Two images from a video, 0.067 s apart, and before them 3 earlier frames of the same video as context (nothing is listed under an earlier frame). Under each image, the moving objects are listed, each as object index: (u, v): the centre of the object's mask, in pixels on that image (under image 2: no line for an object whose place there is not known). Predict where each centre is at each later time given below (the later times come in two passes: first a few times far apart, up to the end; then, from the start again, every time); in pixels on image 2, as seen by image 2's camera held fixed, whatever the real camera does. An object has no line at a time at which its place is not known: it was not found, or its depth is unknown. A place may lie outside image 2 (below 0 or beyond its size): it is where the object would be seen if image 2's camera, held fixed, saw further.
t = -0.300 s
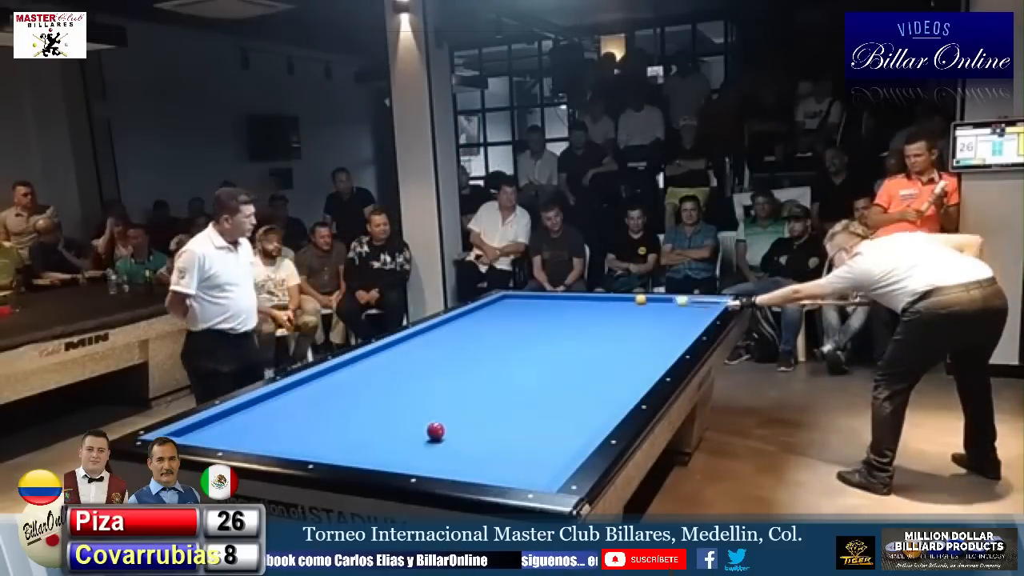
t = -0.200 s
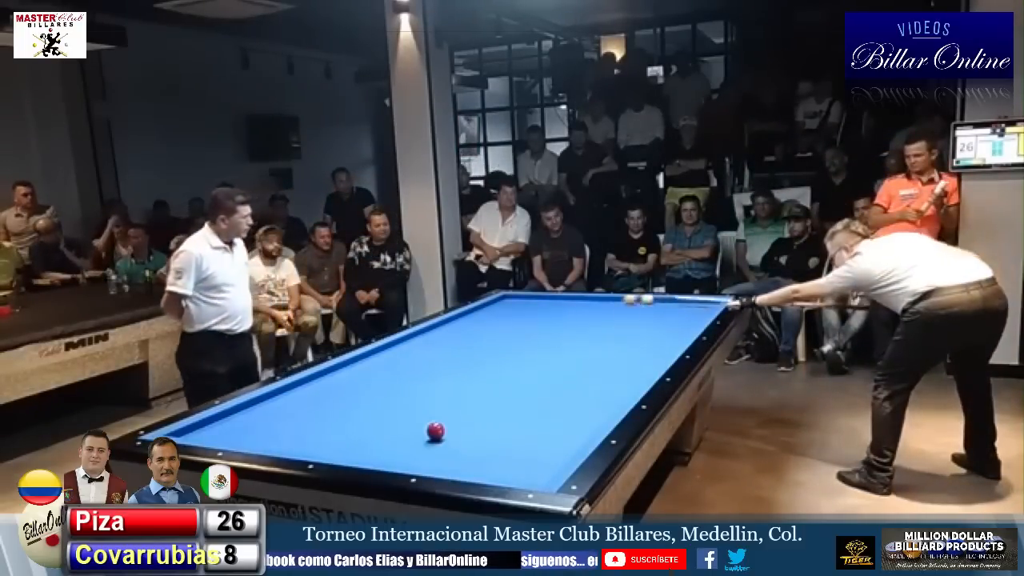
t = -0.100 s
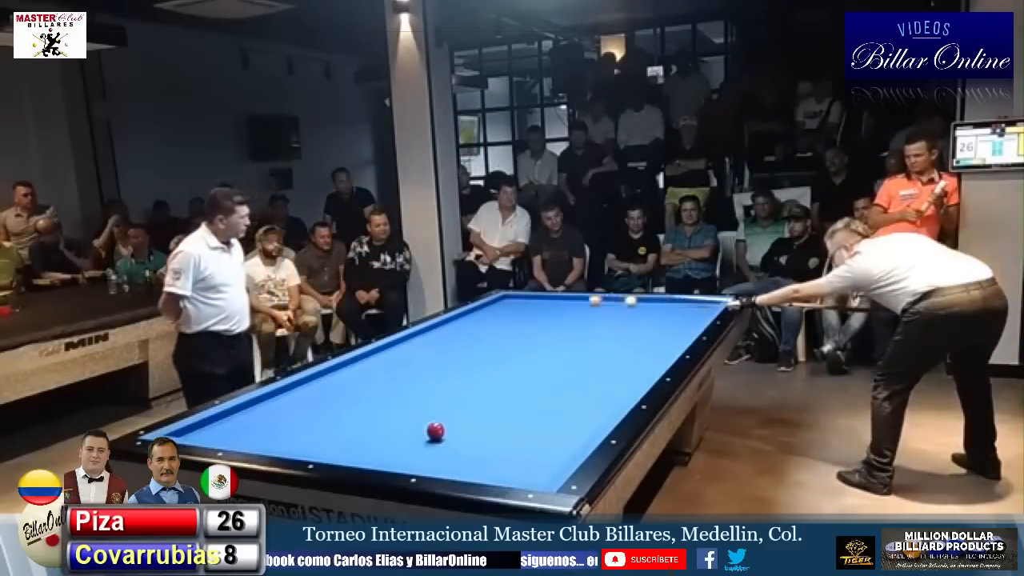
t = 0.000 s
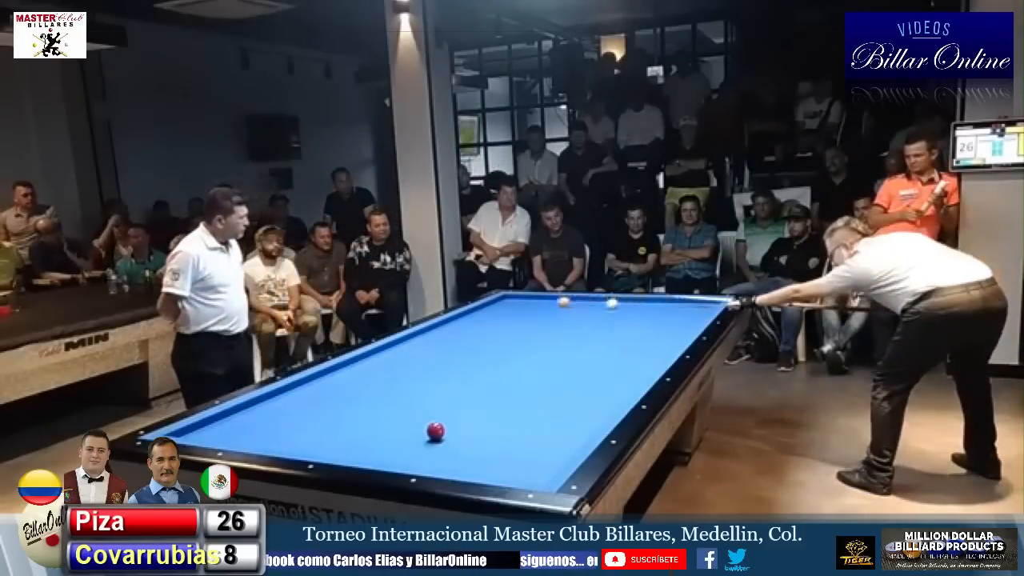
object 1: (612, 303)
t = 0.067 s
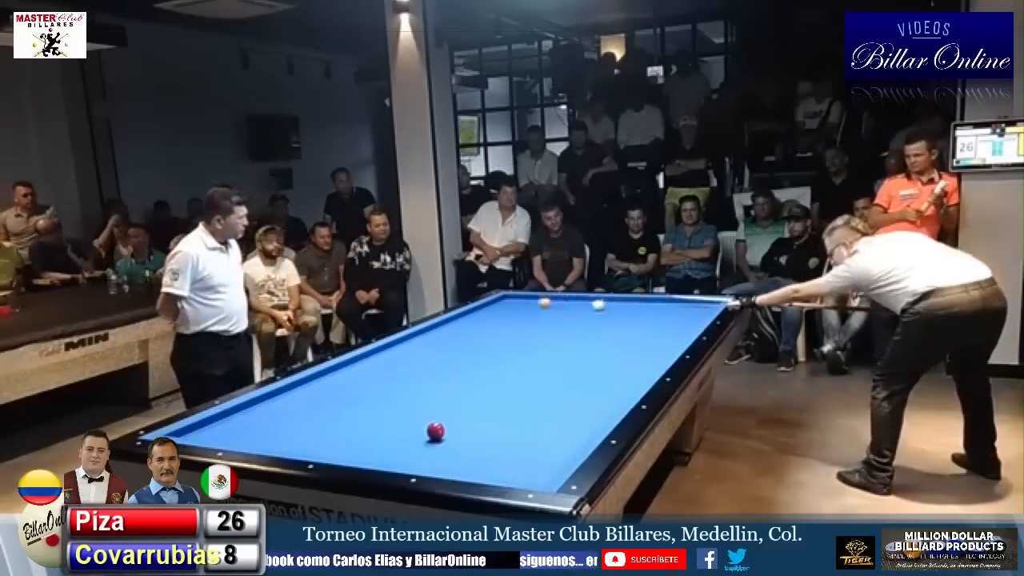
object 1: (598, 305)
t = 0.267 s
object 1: (556, 309)
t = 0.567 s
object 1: (492, 315)
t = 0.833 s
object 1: (453, 321)
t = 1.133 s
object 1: (464, 331)
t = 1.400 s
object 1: (472, 341)
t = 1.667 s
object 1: (481, 352)
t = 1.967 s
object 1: (494, 365)
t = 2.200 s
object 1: (504, 376)
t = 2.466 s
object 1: (519, 393)
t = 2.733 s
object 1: (534, 410)
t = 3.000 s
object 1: (552, 429)
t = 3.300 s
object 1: (562, 451)
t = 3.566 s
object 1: (526, 463)
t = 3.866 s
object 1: (489, 471)
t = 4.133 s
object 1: (489, 466)
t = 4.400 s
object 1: (488, 456)
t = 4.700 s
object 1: (488, 448)
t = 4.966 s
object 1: (487, 442)
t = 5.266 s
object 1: (487, 435)
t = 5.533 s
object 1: (487, 430)
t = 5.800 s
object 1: (486, 425)
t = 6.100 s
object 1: (486, 420)
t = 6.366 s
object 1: (486, 416)
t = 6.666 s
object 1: (485, 412)
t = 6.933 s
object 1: (485, 410)
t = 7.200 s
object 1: (484, 407)
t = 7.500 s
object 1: (484, 405)
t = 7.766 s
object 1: (484, 403)
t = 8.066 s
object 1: (484, 402)
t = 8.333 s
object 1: (484, 400)
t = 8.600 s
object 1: (484, 400)
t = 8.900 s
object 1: (484, 399)
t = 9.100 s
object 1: (484, 398)
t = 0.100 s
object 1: (591, 305)
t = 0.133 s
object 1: (584, 306)
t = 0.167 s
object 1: (577, 307)
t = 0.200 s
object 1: (570, 307)
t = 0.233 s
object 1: (563, 308)
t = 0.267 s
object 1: (556, 309)
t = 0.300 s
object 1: (549, 310)
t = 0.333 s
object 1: (542, 311)
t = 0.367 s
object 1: (535, 311)
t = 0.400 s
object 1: (528, 312)
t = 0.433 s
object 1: (520, 313)
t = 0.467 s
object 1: (514, 313)
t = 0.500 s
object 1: (506, 314)
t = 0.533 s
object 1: (499, 314)
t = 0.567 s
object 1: (492, 315)
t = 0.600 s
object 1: (485, 315)
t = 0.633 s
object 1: (478, 316)
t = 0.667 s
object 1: (470, 317)
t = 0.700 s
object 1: (463, 318)
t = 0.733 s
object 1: (456, 319)
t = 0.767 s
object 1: (450, 319)
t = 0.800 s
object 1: (451, 320)
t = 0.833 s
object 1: (453, 321)
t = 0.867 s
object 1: (455, 323)
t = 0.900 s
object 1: (456, 324)
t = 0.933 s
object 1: (458, 325)
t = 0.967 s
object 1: (459, 325)
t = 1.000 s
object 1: (460, 327)
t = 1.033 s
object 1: (461, 328)
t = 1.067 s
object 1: (462, 329)
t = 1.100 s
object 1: (463, 330)
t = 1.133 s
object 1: (464, 331)
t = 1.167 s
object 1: (465, 332)
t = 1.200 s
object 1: (466, 333)
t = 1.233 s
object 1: (467, 334)
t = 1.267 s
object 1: (468, 336)
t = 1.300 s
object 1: (469, 337)
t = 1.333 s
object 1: (470, 338)
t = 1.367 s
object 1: (471, 340)
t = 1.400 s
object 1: (472, 341)
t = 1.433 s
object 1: (473, 342)
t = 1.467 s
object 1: (475, 343)
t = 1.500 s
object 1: (476, 345)
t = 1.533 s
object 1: (477, 346)
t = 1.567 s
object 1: (478, 347)
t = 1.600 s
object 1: (479, 349)
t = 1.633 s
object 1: (480, 350)
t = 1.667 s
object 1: (481, 352)
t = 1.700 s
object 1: (483, 353)
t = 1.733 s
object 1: (484, 355)
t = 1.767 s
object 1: (485, 356)
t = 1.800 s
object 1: (487, 358)
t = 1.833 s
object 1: (488, 359)
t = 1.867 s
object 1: (489, 360)
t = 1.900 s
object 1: (490, 362)
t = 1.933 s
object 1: (492, 364)
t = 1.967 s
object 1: (494, 365)
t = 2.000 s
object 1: (495, 367)
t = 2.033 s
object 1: (497, 368)
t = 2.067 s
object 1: (498, 370)
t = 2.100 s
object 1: (500, 372)
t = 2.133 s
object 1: (501, 373)
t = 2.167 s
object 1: (502, 375)
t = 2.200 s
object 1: (504, 376)
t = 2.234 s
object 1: (507, 380)
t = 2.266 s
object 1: (509, 382)
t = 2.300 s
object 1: (510, 384)
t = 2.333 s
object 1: (512, 386)
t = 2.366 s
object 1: (514, 387)
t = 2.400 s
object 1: (516, 389)
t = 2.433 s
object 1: (517, 391)
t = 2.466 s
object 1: (519, 393)
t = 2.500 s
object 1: (521, 395)
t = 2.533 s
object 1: (523, 397)
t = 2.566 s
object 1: (524, 399)
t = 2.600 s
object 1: (526, 401)
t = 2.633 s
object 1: (528, 403)
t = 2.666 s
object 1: (530, 406)
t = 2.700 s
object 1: (532, 408)
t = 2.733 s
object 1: (534, 410)
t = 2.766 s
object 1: (536, 412)
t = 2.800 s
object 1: (538, 414)
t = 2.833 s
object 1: (541, 417)
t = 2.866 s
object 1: (543, 419)
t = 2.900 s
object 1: (545, 422)
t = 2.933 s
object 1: (547, 424)
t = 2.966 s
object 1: (550, 426)
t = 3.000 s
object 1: (552, 429)
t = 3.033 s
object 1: (554, 432)
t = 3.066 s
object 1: (557, 435)
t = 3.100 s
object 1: (559, 437)
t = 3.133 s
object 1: (562, 439)
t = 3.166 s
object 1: (564, 442)
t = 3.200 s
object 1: (566, 445)
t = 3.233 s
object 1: (568, 447)
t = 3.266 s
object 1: (566, 449)
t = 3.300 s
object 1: (562, 451)
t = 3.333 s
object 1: (557, 452)
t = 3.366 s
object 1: (552, 454)
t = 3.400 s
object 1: (548, 456)
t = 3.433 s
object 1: (544, 457)
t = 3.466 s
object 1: (539, 459)
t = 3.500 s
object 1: (535, 460)
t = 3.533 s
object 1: (531, 461)
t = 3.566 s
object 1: (526, 463)
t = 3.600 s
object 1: (522, 465)
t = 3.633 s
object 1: (517, 466)
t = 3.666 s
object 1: (513, 468)
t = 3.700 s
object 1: (509, 468)
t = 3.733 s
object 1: (503, 469)
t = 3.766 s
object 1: (499, 470)
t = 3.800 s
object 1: (495, 470)
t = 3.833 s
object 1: (490, 471)
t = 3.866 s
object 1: (489, 471)
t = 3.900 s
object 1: (489, 470)
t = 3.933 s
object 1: (489, 469)
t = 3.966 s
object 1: (489, 469)
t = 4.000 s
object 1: (489, 468)
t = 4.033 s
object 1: (489, 467)
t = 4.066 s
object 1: (489, 467)
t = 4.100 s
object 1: (489, 466)
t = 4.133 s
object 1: (489, 466)
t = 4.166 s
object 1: (489, 465)
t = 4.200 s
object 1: (489, 464)
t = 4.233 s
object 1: (488, 463)
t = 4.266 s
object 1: (488, 461)
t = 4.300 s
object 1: (488, 460)
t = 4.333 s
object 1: (488, 459)
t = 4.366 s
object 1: (488, 458)
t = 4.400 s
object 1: (488, 456)
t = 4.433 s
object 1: (488, 456)
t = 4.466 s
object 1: (488, 454)
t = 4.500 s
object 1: (488, 454)
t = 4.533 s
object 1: (488, 452)
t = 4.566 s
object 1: (488, 451)
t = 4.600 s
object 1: (488, 451)
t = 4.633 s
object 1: (488, 450)
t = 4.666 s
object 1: (488, 449)
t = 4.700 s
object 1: (488, 448)
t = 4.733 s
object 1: (487, 447)
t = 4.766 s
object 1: (488, 447)
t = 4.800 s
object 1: (488, 446)
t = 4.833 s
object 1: (487, 445)
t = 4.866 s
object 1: (487, 444)
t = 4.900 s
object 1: (487, 443)
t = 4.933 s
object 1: (487, 442)
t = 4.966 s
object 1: (487, 442)
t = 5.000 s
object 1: (487, 441)
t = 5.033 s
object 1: (487, 440)
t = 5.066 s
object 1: (487, 439)
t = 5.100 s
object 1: (487, 438)
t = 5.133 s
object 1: (487, 438)
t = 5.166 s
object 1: (487, 437)
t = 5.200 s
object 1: (487, 436)
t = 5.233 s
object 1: (487, 435)
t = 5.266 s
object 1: (487, 435)
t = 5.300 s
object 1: (487, 434)
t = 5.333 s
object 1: (487, 434)
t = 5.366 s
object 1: (487, 433)
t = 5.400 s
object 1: (487, 432)
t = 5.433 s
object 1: (487, 431)
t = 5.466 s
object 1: (487, 431)
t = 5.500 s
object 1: (487, 430)
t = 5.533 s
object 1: (487, 430)
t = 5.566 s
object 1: (487, 429)
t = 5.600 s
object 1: (487, 428)
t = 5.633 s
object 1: (487, 428)
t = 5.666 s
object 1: (487, 427)
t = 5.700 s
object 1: (487, 426)
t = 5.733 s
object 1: (487, 426)
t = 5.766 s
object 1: (486, 425)
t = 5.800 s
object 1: (486, 425)
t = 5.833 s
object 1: (487, 424)
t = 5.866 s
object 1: (486, 423)
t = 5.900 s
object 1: (486, 423)
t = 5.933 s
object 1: (486, 422)
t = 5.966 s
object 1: (486, 422)
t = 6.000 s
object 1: (486, 421)
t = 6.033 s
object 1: (486, 421)
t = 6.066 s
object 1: (486, 420)
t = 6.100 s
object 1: (486, 420)
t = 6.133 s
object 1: (486, 419)
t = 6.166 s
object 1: (486, 419)
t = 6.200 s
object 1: (486, 418)
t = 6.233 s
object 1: (486, 418)
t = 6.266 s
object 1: (486, 418)
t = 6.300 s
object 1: (486, 417)
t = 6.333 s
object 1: (486, 417)
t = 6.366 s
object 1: (486, 416)
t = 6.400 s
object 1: (486, 416)
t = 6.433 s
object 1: (486, 415)
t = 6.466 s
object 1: (485, 415)
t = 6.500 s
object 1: (485, 415)
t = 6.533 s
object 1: (485, 415)
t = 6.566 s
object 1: (485, 414)
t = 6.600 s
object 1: (485, 413)
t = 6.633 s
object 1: (485, 413)
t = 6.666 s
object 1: (485, 412)
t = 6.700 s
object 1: (485, 412)
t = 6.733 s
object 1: (485, 412)
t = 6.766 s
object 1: (485, 412)
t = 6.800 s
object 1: (485, 411)
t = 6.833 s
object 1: (485, 411)
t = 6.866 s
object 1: (485, 410)
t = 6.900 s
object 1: (485, 410)
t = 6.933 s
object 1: (485, 410)
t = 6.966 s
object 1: (485, 409)
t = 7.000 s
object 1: (485, 409)
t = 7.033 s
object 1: (485, 409)
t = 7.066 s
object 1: (485, 409)
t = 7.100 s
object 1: (485, 408)
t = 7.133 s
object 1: (485, 408)
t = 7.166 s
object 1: (485, 408)
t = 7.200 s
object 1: (484, 407)
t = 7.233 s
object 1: (484, 407)
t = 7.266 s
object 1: (484, 407)
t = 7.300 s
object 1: (484, 407)
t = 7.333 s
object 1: (484, 406)
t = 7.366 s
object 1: (484, 406)
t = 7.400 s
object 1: (484, 405)
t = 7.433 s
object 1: (484, 405)
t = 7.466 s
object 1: (484, 405)
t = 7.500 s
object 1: (484, 405)
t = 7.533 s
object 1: (484, 405)
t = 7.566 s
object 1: (484, 404)
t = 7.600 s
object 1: (484, 404)
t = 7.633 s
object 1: (484, 404)
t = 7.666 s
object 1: (484, 404)
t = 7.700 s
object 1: (484, 404)
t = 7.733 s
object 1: (484, 403)
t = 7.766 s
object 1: (484, 403)
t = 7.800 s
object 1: (484, 403)
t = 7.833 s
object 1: (484, 403)
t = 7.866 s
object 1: (484, 402)
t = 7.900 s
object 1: (484, 402)
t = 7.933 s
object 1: (484, 402)
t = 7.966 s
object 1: (484, 402)
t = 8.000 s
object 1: (484, 402)
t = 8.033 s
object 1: (484, 402)
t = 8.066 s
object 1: (484, 402)
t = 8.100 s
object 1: (484, 402)
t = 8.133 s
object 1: (484, 401)
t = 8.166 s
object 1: (484, 401)
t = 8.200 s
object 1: (484, 401)
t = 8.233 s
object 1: (484, 401)
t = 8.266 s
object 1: (484, 401)
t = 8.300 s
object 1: (484, 400)
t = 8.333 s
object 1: (484, 400)
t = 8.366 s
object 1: (484, 400)
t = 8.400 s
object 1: (484, 400)
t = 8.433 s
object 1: (484, 400)
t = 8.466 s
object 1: (484, 400)
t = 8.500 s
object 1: (484, 400)
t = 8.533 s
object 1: (484, 400)
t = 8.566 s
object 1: (484, 399)
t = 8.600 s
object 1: (484, 400)
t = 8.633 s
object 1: (484, 400)
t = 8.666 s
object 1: (484, 399)
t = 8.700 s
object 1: (484, 399)
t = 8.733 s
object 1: (484, 399)
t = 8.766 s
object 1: (484, 399)
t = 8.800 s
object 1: (484, 399)
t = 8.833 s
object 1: (484, 399)
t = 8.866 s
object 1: (484, 399)
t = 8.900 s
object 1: (484, 399)
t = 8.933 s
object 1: (484, 399)
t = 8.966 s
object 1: (484, 399)
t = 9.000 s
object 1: (484, 399)
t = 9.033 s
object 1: (484, 399)
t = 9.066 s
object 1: (484, 399)
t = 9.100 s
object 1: (484, 398)
